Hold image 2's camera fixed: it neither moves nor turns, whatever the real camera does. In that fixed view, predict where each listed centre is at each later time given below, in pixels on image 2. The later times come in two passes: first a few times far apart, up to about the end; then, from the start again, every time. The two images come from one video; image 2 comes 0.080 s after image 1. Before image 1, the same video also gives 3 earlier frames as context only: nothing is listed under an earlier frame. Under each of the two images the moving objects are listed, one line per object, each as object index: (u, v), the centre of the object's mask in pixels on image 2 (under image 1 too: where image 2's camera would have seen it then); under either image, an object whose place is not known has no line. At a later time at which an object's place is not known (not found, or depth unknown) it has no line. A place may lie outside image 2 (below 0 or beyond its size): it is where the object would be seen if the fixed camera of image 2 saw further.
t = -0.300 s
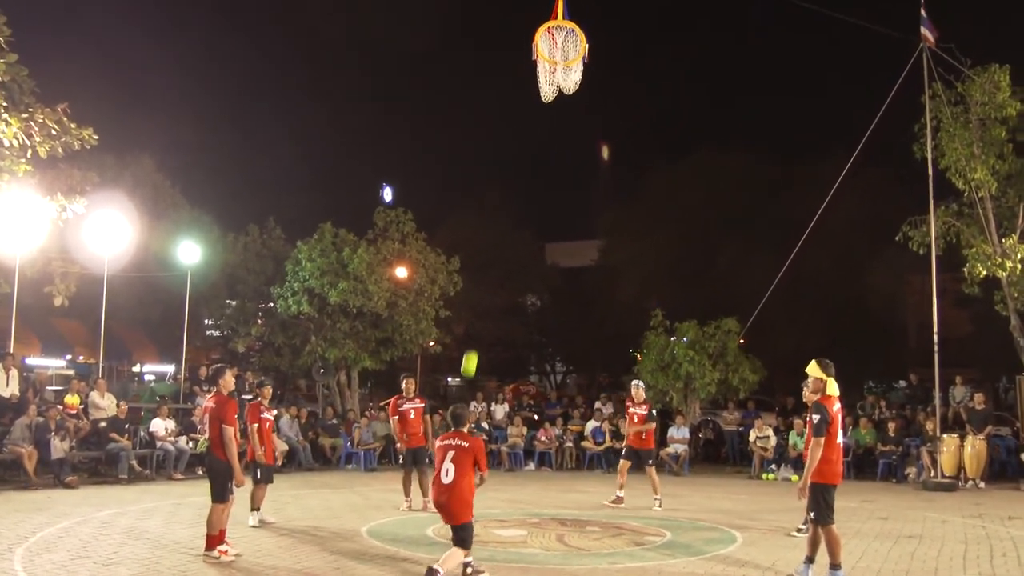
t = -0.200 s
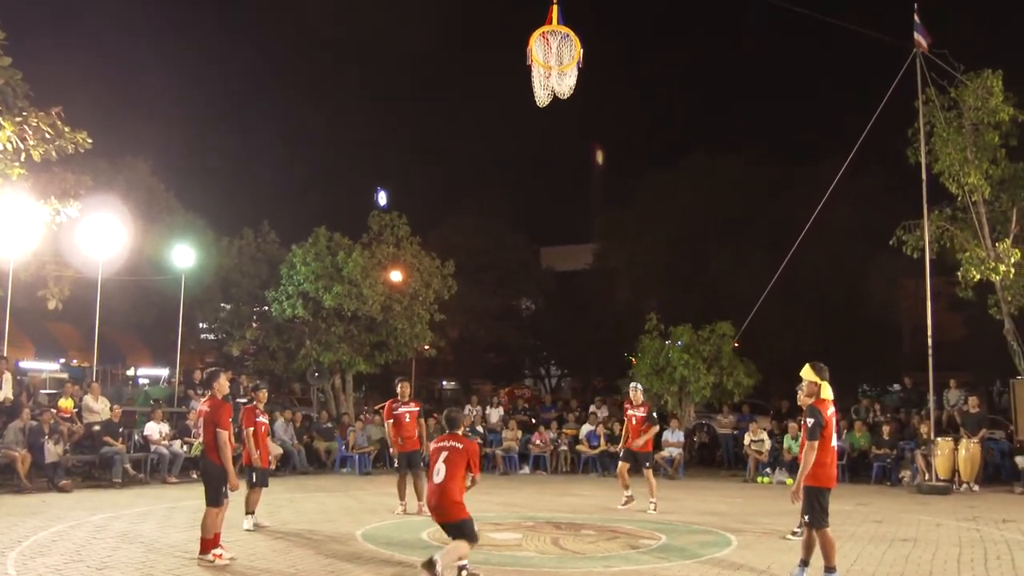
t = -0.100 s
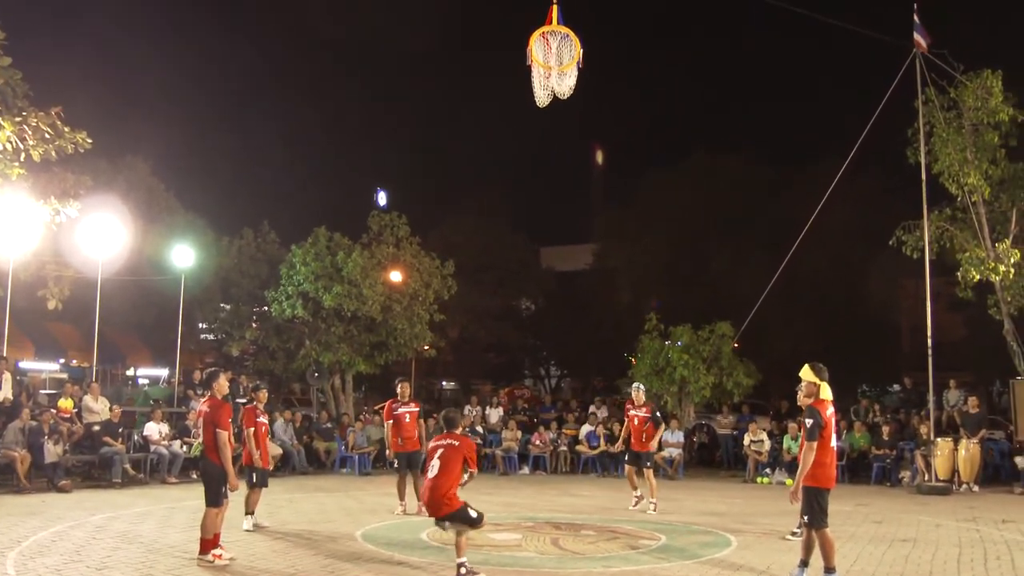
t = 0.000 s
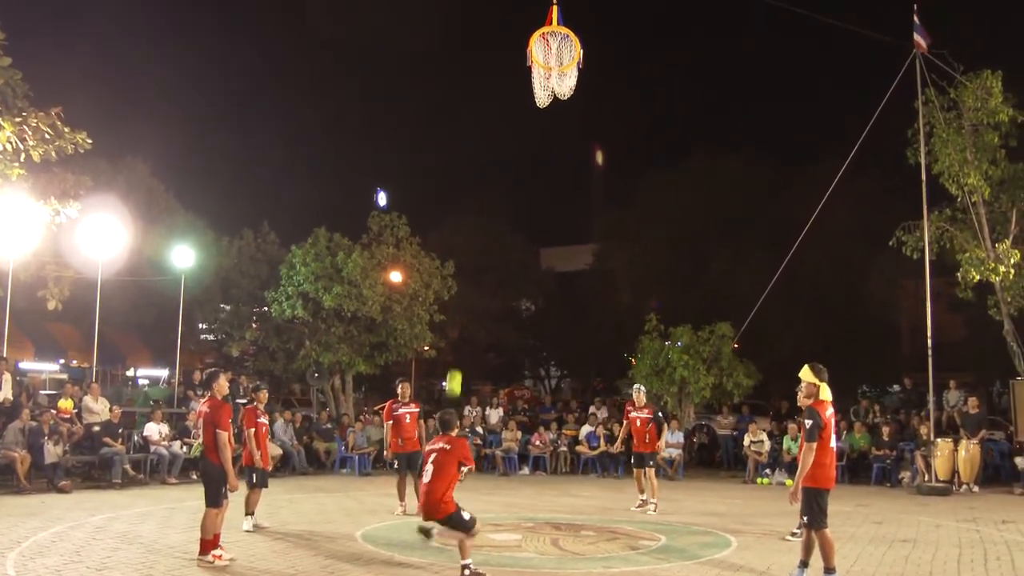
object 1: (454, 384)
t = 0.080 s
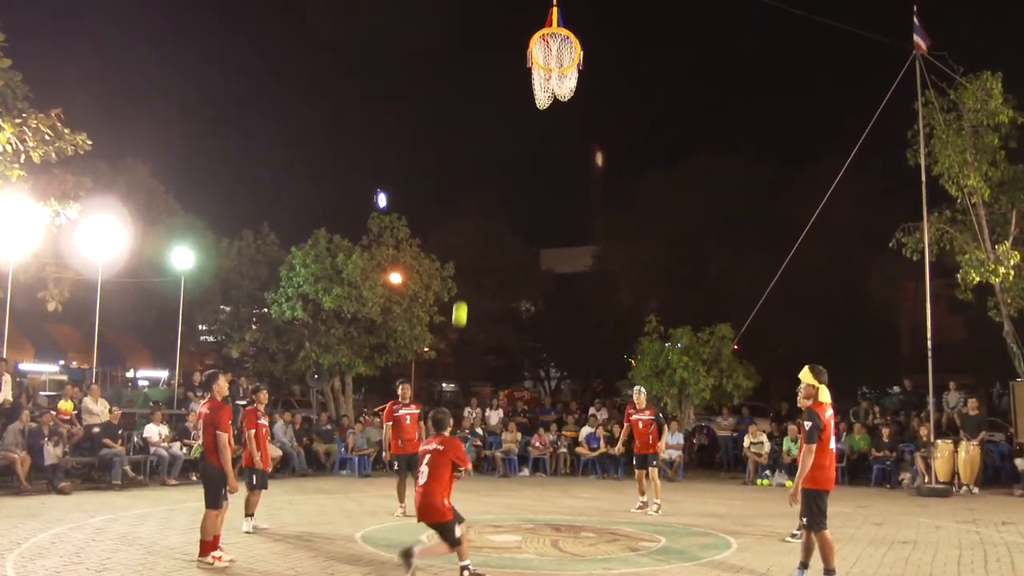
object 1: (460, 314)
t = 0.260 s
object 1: (471, 194)
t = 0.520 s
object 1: (484, 95)
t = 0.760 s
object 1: (493, 66)
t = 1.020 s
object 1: (500, 90)
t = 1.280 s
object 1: (503, 167)
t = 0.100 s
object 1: (461, 298)
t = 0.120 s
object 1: (463, 283)
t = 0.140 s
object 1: (464, 268)
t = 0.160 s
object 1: (465, 254)
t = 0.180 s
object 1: (466, 241)
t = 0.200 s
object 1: (468, 228)
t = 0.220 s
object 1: (469, 216)
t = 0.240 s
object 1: (470, 205)
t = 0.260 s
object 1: (471, 194)
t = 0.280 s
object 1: (472, 183)
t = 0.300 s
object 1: (473, 173)
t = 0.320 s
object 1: (474, 164)
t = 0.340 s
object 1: (475, 155)
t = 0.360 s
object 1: (476, 146)
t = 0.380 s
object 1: (477, 138)
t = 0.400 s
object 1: (478, 131)
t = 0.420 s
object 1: (479, 124)
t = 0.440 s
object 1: (480, 117)
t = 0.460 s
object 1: (481, 111)
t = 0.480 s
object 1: (482, 105)
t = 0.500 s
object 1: (483, 100)
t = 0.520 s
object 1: (484, 95)
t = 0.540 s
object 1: (485, 90)
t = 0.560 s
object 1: (486, 86)
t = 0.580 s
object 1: (486, 82)
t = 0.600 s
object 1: (487, 79)
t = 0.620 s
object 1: (488, 76)
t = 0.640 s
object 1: (489, 74)
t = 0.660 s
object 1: (489, 71)
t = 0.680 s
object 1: (490, 69)
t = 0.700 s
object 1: (491, 68)
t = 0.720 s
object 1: (491, 67)
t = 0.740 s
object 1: (492, 66)
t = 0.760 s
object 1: (493, 66)
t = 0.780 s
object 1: (493, 66)
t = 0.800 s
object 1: (494, 66)
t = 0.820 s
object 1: (495, 66)
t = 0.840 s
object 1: (495, 67)
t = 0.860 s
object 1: (496, 68)
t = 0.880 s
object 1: (496, 70)
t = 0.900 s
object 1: (497, 72)
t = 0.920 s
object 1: (497, 74)
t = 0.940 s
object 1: (498, 77)
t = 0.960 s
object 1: (498, 80)
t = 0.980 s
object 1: (499, 83)
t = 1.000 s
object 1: (499, 86)
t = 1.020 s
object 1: (500, 90)
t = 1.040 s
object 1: (500, 94)
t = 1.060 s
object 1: (501, 99)
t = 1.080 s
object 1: (501, 103)
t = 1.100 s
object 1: (501, 108)
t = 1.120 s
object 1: (501, 114)
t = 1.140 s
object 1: (501, 119)
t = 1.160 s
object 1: (502, 125)
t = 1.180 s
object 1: (502, 131)
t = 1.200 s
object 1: (502, 138)
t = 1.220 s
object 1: (503, 145)
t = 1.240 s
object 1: (503, 152)
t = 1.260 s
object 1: (503, 160)
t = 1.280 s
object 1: (503, 167)
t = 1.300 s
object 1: (504, 176)
